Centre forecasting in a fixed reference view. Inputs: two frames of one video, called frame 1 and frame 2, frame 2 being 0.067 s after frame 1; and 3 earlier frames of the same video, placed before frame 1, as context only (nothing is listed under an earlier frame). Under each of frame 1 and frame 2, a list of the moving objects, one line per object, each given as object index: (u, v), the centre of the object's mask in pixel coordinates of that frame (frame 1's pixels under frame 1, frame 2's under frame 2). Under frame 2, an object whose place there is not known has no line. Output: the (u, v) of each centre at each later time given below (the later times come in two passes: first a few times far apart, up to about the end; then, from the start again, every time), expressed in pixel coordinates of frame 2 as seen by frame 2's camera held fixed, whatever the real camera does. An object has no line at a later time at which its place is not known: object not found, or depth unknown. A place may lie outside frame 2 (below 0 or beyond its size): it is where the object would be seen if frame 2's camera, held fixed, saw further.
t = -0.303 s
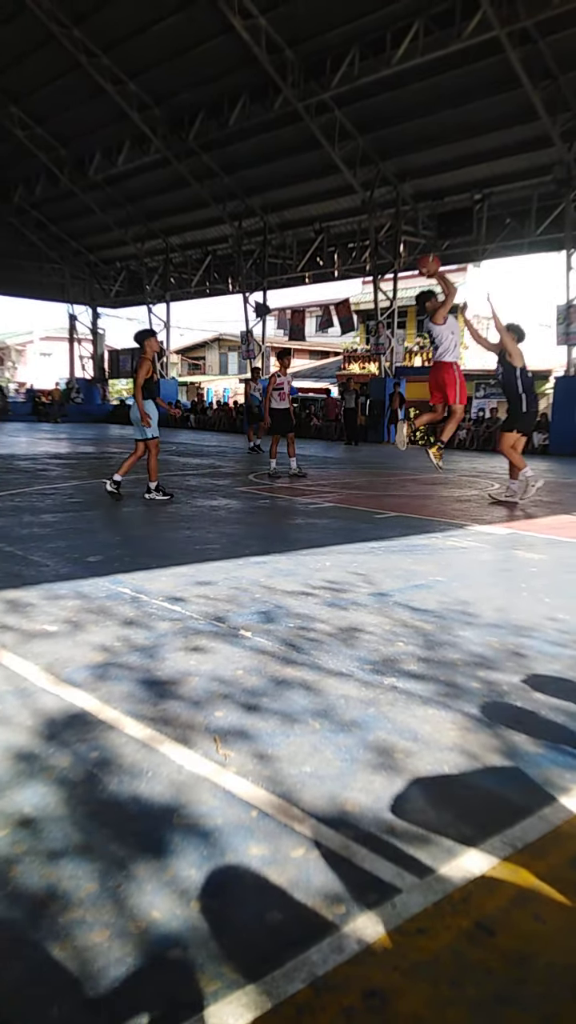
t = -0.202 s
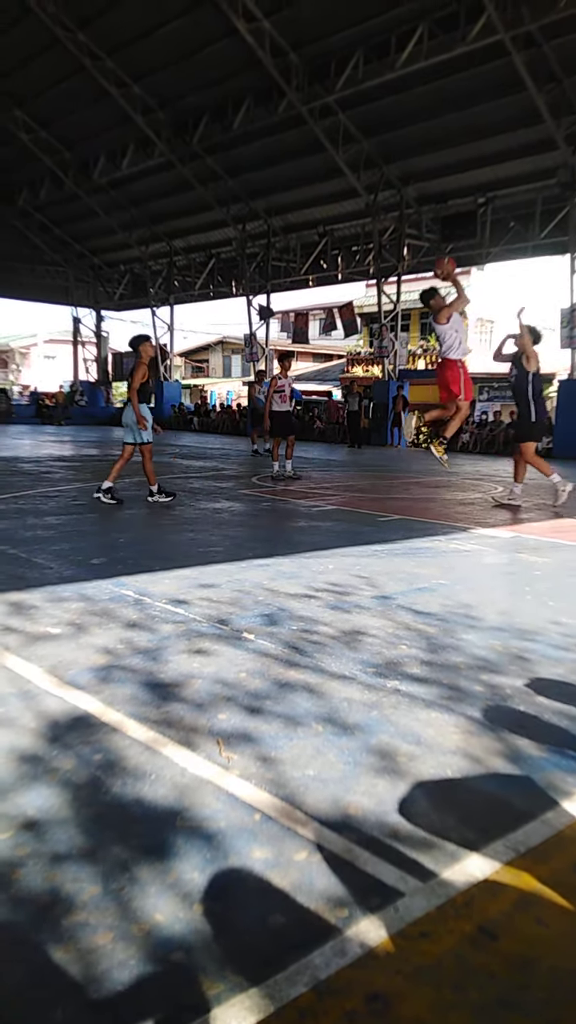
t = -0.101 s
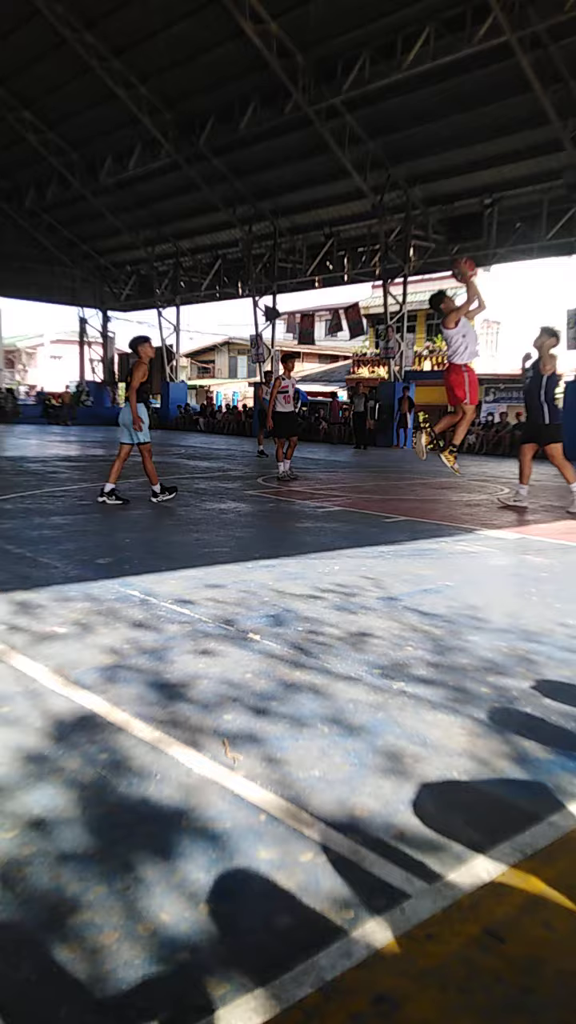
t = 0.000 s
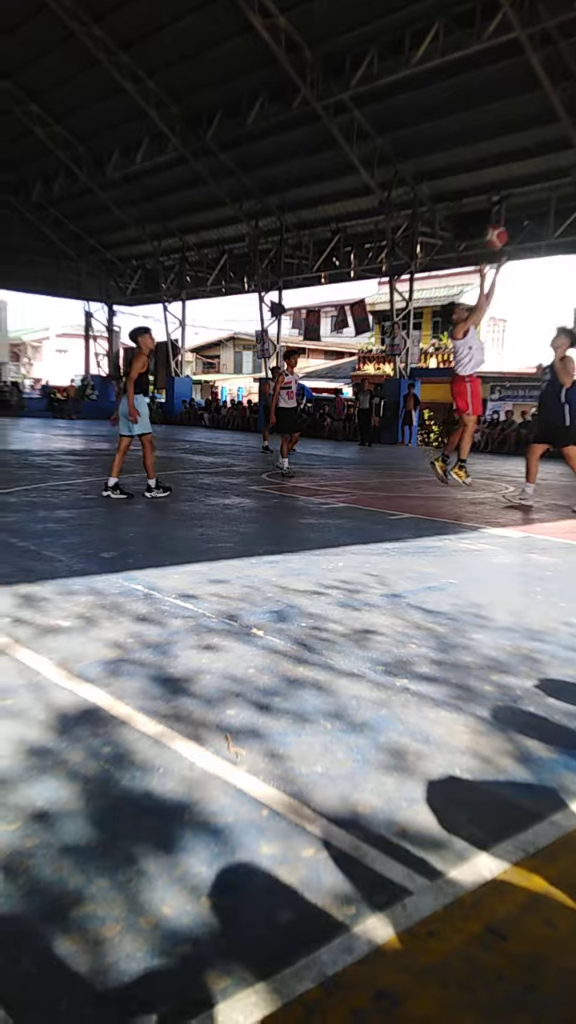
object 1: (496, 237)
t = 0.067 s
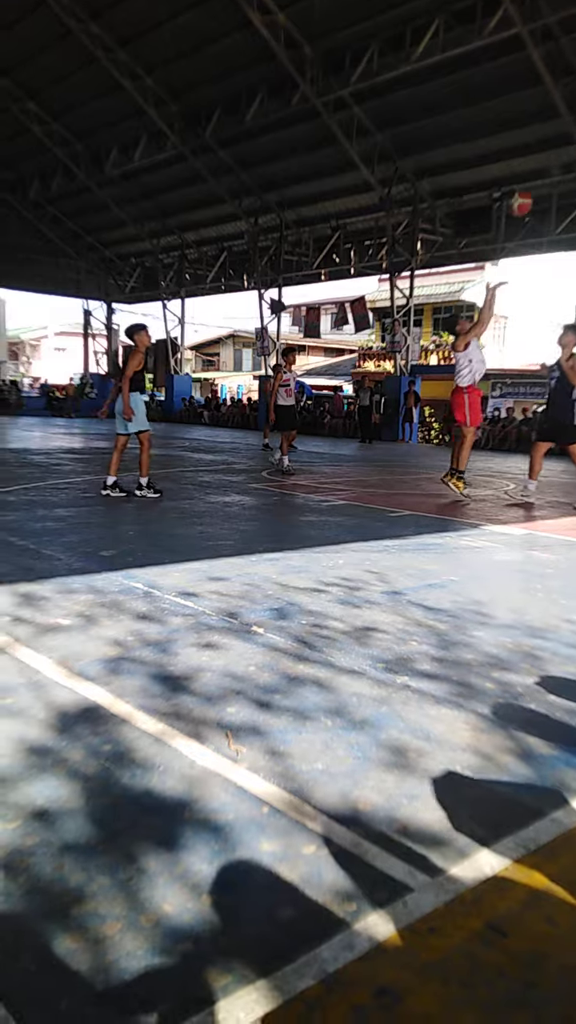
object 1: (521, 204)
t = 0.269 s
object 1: (594, 136)
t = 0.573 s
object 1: (706, 109)
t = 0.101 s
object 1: (533, 190)
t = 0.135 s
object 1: (545, 177)
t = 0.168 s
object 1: (557, 166)
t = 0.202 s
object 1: (570, 155)
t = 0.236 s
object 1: (582, 147)
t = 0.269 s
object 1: (594, 136)
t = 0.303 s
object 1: (606, 128)
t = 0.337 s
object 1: (621, 121)
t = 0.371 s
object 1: (633, 116)
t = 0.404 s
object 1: (644, 111)
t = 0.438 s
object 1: (657, 108)
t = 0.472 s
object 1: (668, 107)
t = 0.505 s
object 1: (680, 106)
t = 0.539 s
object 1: (694, 106)
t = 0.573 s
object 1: (706, 109)
